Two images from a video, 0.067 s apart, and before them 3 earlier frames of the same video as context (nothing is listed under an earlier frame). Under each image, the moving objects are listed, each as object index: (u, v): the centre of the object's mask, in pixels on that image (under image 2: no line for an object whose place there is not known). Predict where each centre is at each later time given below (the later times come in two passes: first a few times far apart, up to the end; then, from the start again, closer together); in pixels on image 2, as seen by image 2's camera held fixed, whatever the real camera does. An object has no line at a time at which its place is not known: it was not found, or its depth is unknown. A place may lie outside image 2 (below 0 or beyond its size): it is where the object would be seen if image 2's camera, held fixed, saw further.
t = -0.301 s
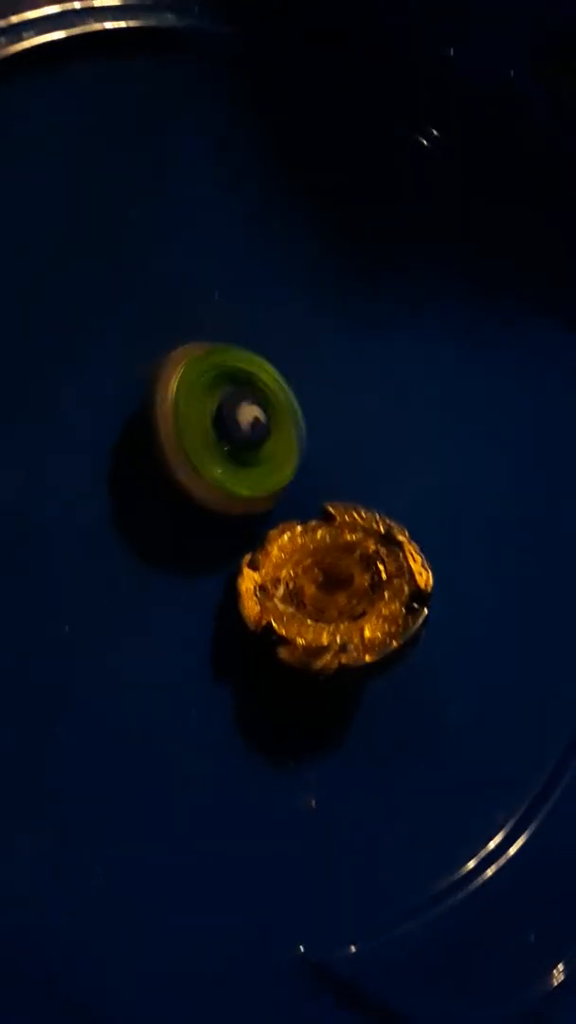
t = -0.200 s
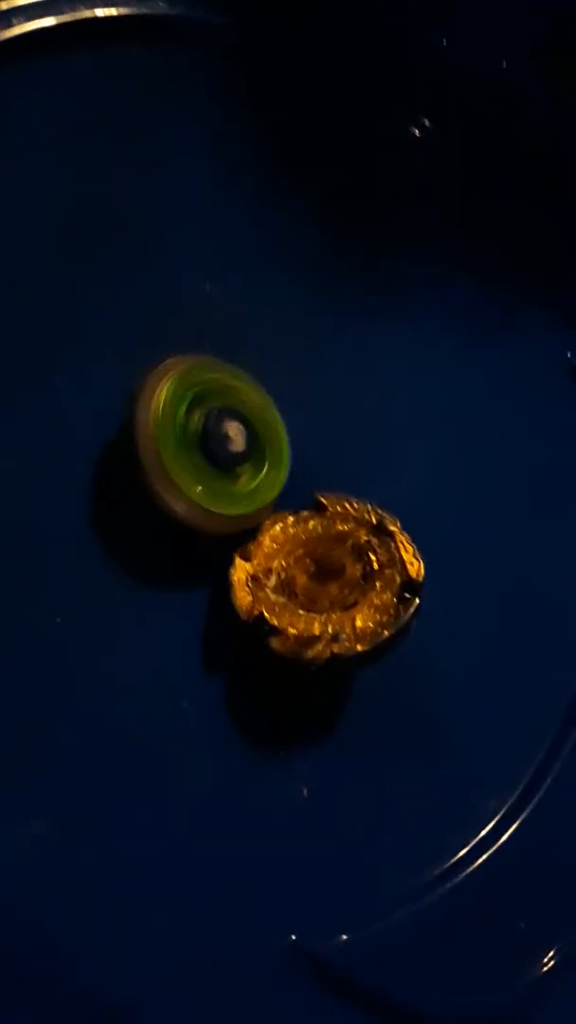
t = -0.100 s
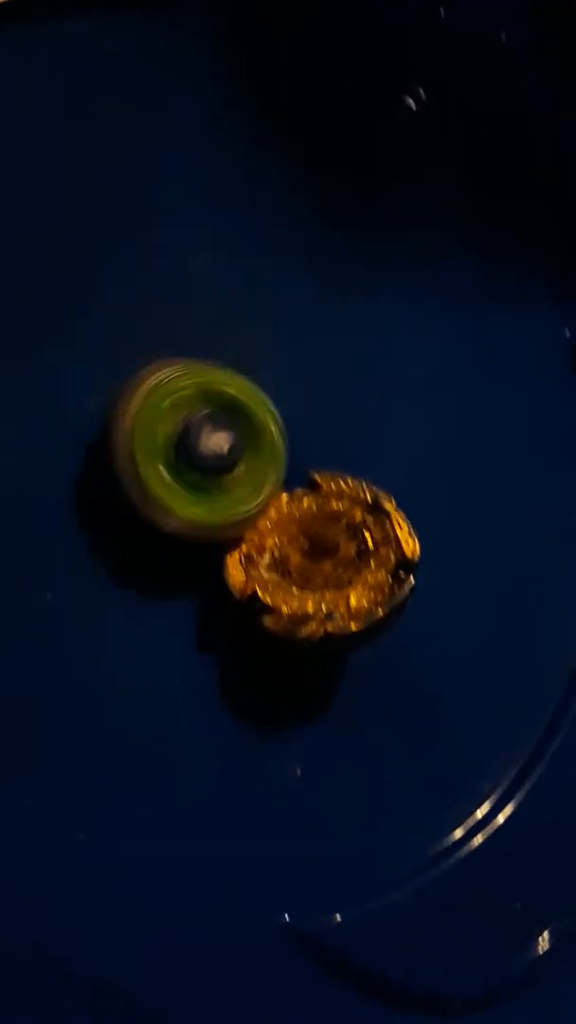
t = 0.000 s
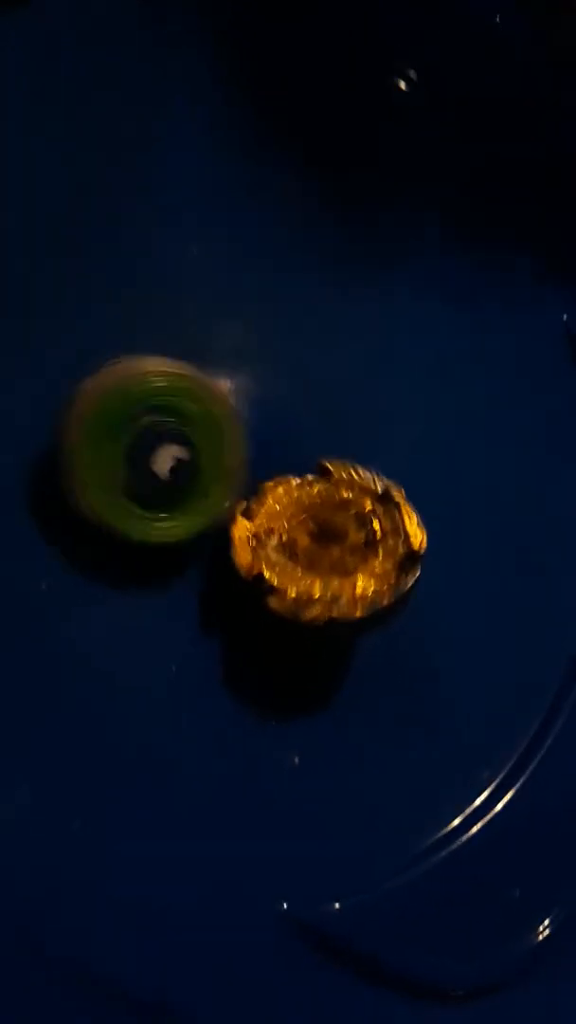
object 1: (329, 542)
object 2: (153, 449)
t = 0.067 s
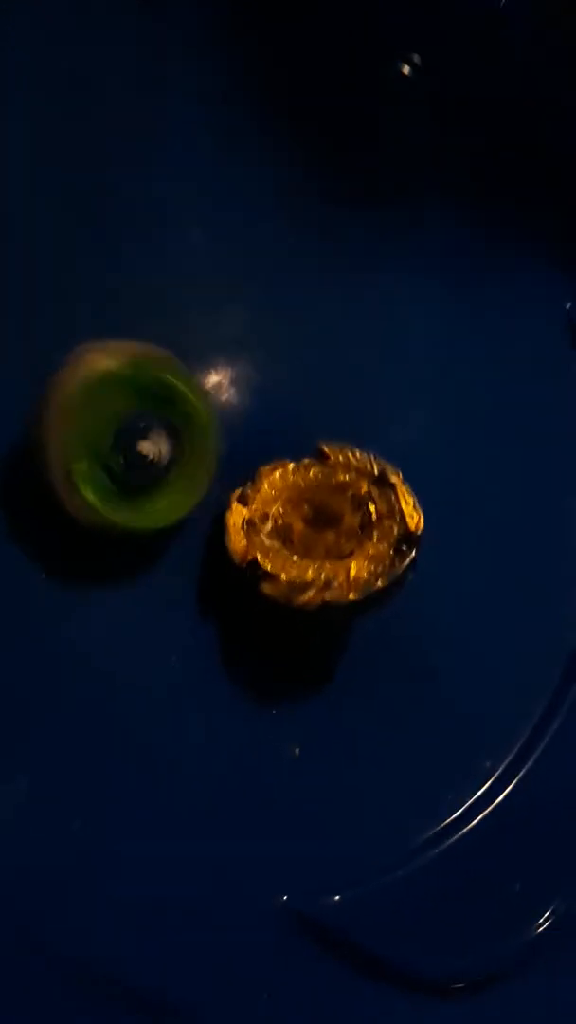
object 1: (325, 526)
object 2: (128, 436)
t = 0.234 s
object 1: (327, 525)
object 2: (94, 445)
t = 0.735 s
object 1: (327, 526)
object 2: (157, 419)
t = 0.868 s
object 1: (328, 525)
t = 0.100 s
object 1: (325, 525)
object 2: (118, 436)
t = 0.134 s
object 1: (327, 524)
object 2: (111, 440)
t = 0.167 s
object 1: (327, 524)
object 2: (100, 443)
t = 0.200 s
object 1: (327, 524)
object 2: (95, 445)
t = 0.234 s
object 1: (327, 525)
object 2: (94, 445)
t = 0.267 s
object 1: (327, 526)
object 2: (97, 450)
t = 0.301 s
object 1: (328, 526)
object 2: (106, 453)
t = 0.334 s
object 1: (328, 527)
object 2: (111, 458)
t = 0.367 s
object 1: (328, 526)
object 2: (114, 465)
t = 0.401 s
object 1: (328, 527)
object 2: (117, 472)
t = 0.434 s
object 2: (122, 476)
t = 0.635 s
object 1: (329, 526)
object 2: (153, 443)
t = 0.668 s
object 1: (329, 527)
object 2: (158, 437)
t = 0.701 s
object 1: (327, 526)
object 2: (157, 431)
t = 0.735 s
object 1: (327, 526)
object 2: (157, 419)
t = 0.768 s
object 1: (327, 526)
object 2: (156, 408)
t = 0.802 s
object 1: (327, 526)
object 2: (156, 396)
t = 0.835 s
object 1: (328, 526)
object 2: (155, 387)
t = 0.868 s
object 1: (328, 525)
